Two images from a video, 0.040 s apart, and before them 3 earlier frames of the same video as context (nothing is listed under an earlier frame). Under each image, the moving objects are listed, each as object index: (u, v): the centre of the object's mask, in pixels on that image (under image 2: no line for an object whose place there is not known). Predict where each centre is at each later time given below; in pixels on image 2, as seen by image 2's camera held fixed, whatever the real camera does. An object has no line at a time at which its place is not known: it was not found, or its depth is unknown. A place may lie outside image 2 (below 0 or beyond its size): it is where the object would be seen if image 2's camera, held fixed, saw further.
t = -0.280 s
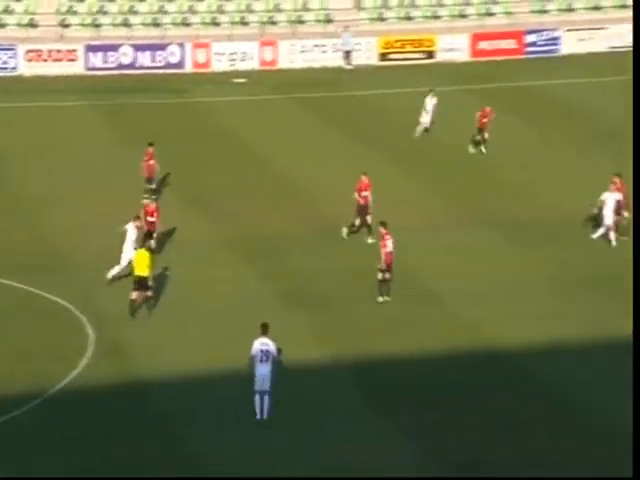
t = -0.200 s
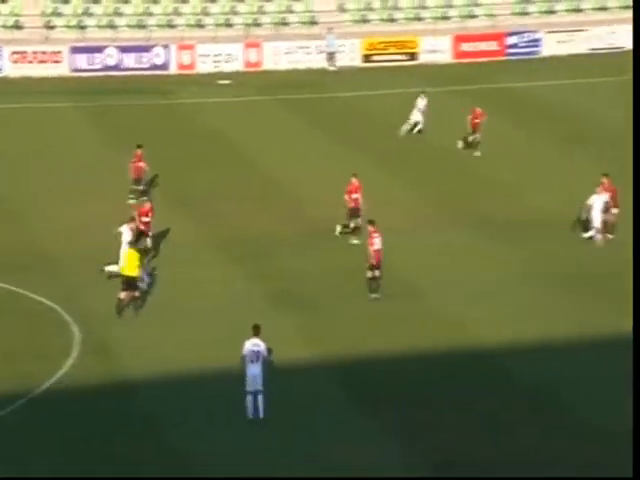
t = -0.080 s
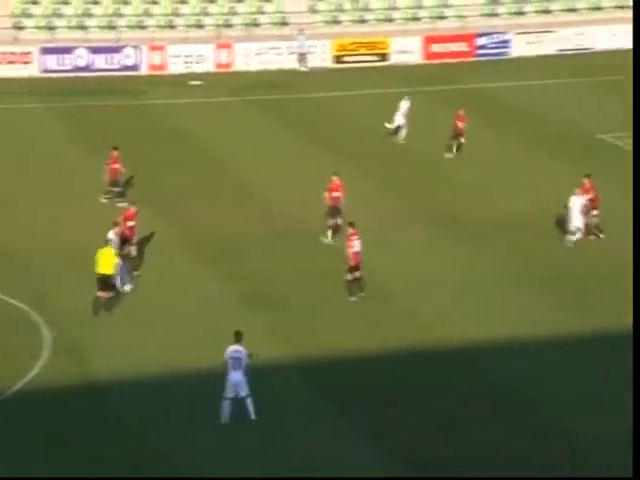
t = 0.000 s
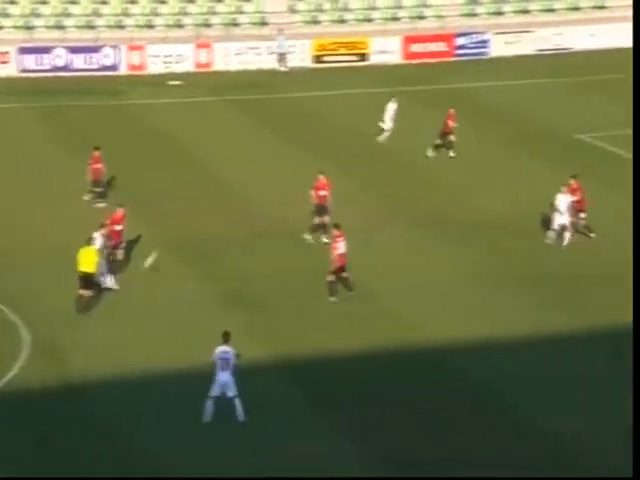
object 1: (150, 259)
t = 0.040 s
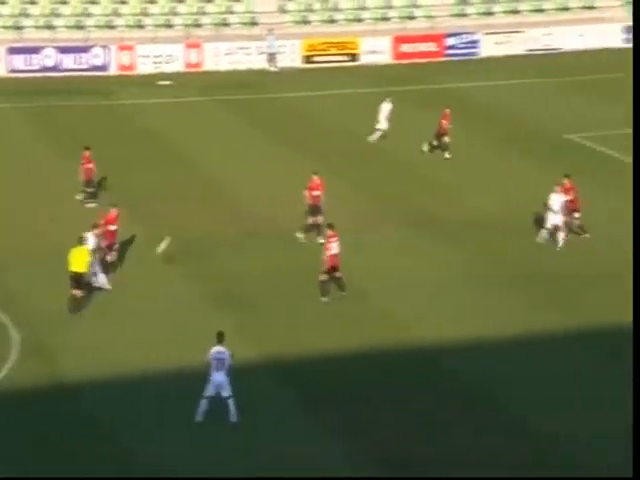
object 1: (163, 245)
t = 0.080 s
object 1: (183, 231)
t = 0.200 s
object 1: (242, 193)
